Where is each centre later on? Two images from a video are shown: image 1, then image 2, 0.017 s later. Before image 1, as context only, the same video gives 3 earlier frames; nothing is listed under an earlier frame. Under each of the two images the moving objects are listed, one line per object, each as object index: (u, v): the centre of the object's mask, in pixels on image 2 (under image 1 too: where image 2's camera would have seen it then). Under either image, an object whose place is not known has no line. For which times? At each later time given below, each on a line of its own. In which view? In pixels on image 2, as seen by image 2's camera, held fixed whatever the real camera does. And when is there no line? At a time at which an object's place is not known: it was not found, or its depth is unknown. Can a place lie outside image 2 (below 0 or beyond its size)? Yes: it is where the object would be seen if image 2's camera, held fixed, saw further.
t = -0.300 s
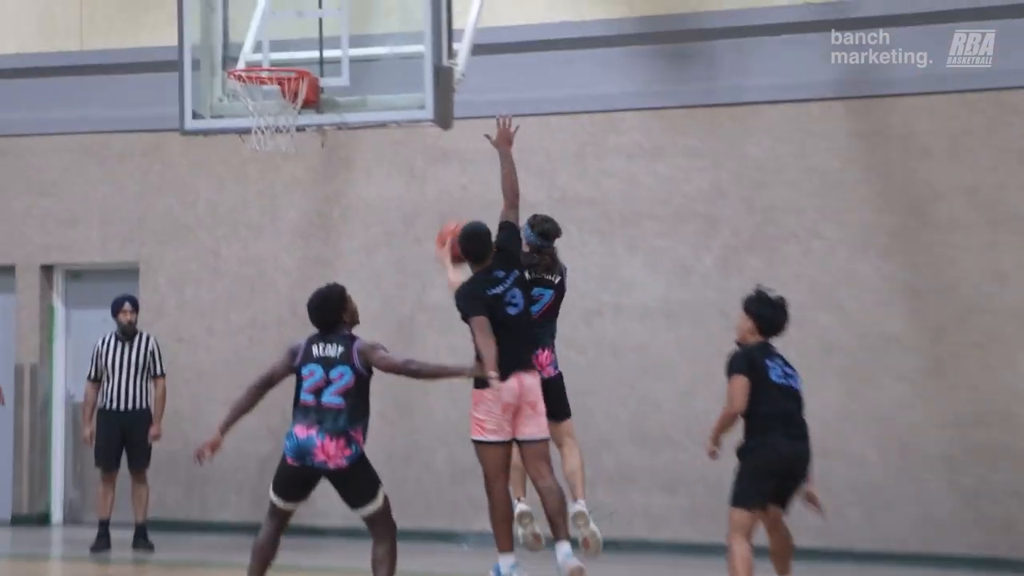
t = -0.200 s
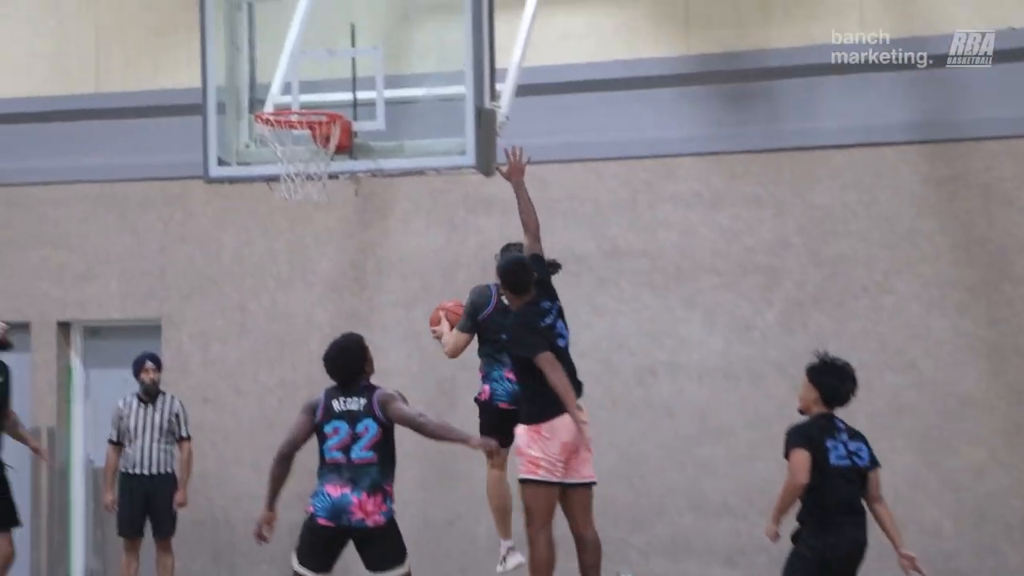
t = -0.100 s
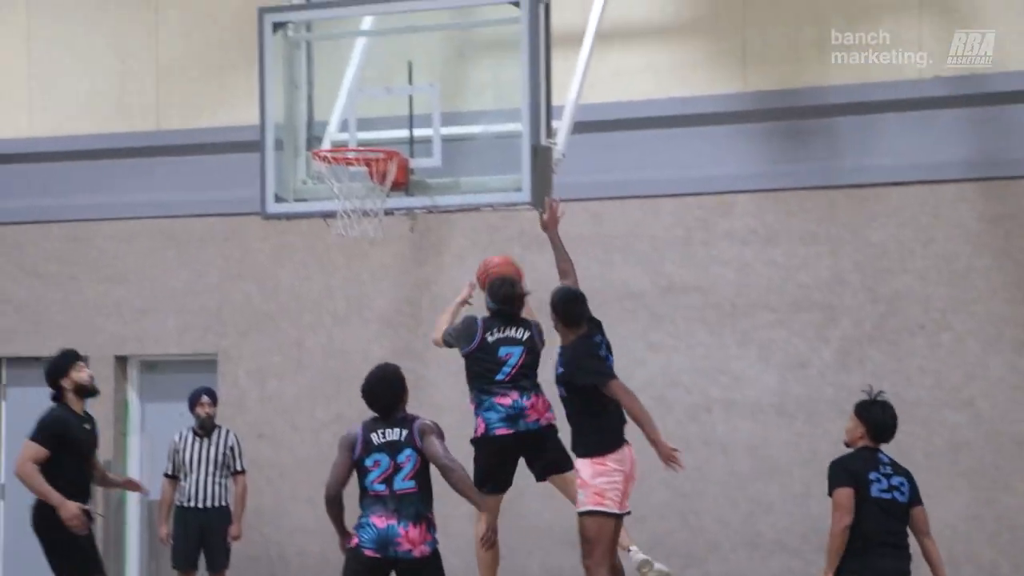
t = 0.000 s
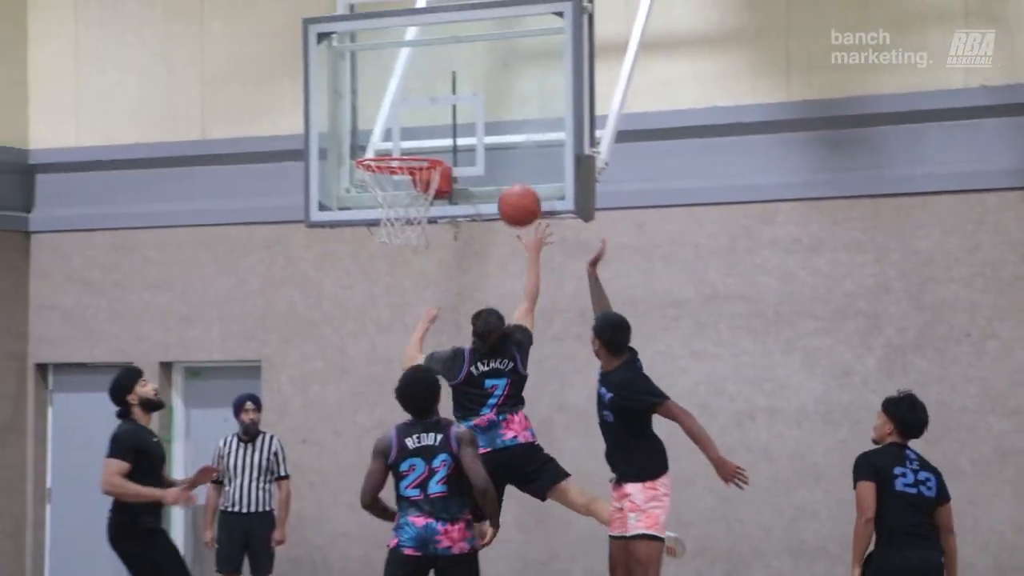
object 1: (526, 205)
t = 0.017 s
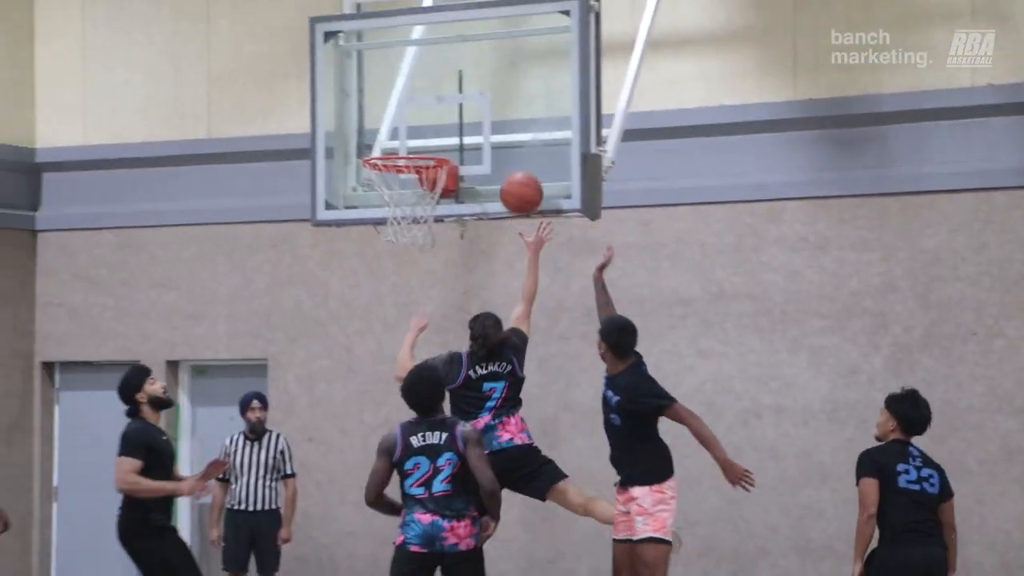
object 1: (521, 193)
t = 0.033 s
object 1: (517, 182)
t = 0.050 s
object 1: (512, 172)
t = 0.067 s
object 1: (508, 164)
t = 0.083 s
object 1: (505, 155)
